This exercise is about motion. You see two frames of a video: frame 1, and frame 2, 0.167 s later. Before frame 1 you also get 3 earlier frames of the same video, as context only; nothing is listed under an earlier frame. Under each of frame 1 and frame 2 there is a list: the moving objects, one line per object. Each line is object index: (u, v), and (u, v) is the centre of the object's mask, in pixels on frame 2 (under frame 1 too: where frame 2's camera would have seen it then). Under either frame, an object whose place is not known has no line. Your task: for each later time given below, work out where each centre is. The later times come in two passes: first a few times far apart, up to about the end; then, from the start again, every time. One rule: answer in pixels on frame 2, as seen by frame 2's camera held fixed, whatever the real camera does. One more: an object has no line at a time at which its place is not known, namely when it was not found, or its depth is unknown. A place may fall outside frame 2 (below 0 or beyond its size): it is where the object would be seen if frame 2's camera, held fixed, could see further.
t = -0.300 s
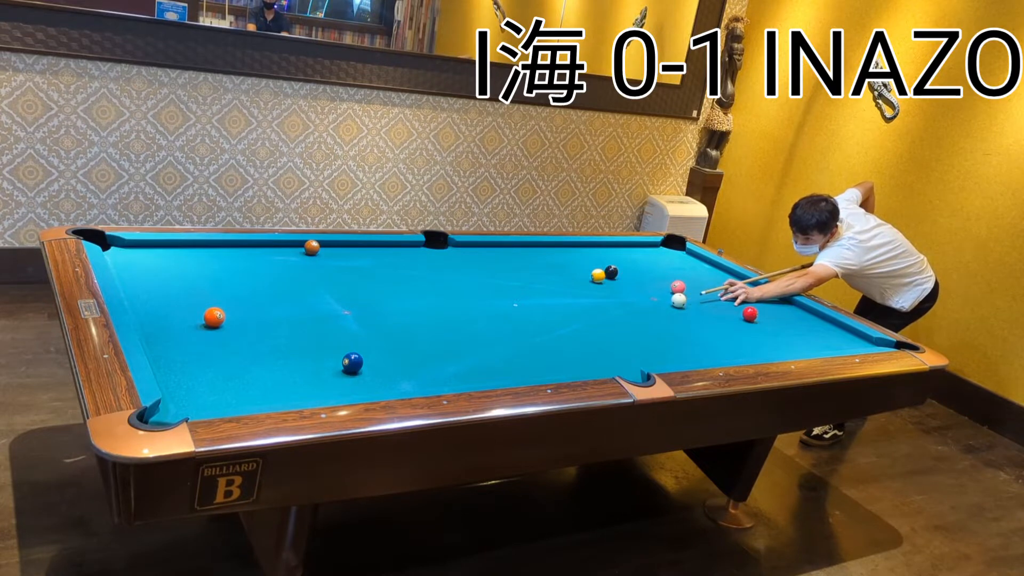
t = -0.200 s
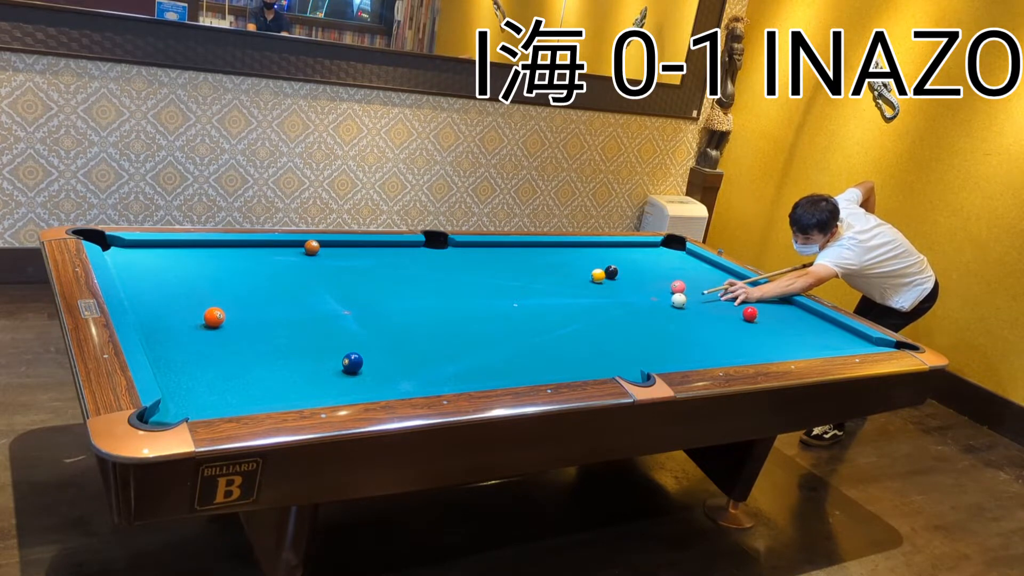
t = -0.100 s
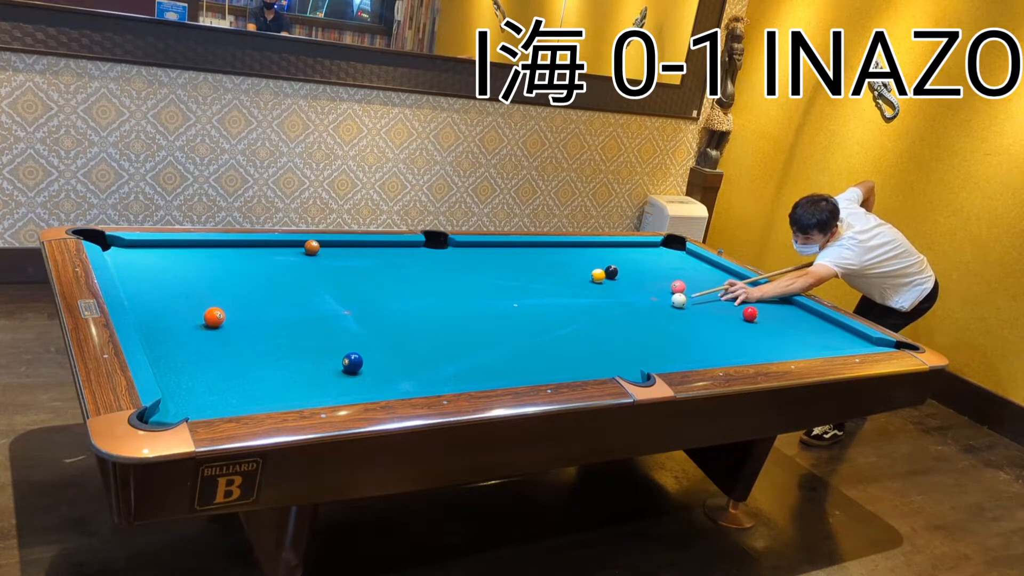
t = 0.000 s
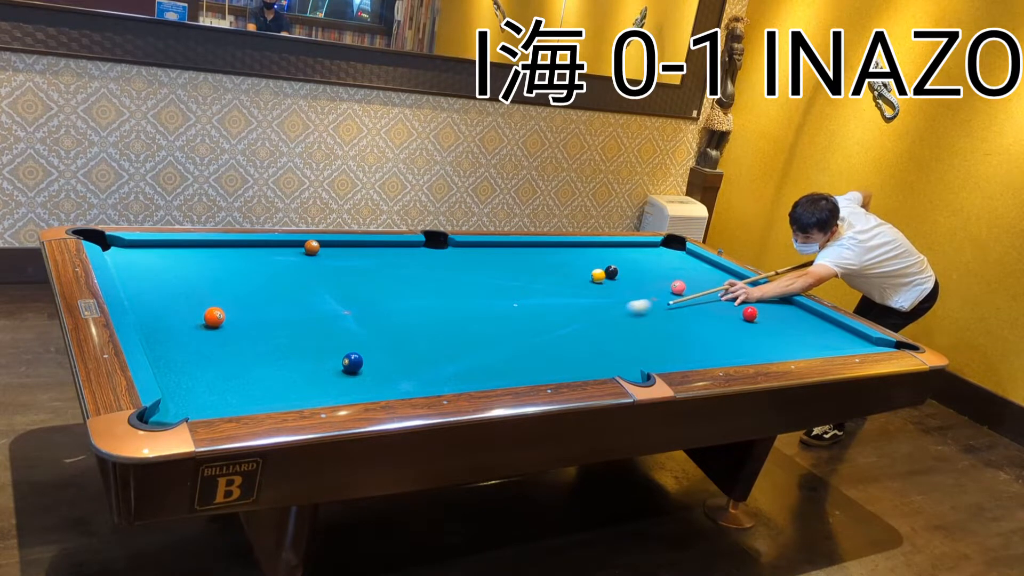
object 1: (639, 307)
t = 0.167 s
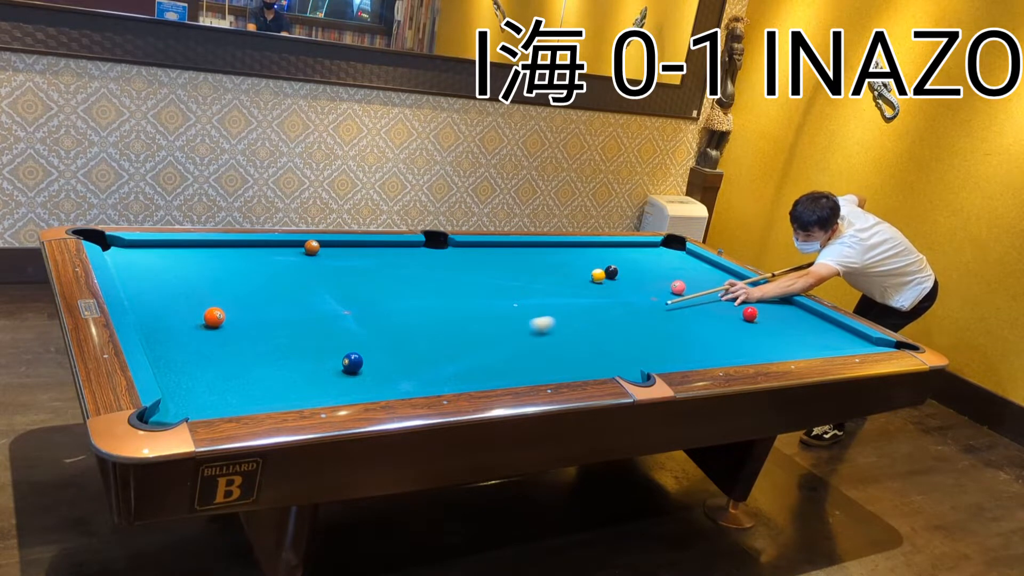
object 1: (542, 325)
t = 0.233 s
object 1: (502, 333)
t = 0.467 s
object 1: (364, 356)
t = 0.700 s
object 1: (315, 350)
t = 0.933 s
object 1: (250, 349)
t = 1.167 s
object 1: (183, 347)
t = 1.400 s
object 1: (168, 343)
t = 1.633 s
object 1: (197, 337)
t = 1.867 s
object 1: (223, 332)
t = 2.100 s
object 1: (246, 327)
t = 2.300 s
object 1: (264, 323)
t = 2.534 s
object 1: (283, 320)
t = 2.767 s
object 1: (300, 316)
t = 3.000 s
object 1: (315, 312)
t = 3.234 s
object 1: (329, 309)
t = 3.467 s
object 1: (341, 307)
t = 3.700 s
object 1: (352, 304)
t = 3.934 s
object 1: (361, 303)
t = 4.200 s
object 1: (371, 301)
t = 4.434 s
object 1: (378, 299)
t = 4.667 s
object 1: (384, 298)
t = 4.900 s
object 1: (388, 297)
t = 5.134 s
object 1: (392, 295)
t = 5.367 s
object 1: (394, 295)
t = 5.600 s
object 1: (395, 294)
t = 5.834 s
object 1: (396, 294)
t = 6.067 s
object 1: (396, 294)
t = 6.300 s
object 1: (396, 294)
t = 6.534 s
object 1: (396, 294)
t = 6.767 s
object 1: (396, 294)
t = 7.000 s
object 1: (396, 294)
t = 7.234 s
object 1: (396, 294)
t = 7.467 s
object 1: (396, 294)
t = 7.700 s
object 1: (396, 295)
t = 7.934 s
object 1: (396, 294)
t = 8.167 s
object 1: (396, 295)
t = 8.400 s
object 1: (396, 294)
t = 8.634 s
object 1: (396, 295)
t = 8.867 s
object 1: (396, 295)
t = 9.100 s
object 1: (396, 294)
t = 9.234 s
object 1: (396, 294)
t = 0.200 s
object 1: (522, 329)
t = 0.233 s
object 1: (502, 333)
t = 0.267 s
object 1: (482, 336)
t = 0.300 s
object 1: (461, 340)
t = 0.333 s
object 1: (440, 344)
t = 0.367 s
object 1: (418, 348)
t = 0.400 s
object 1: (396, 352)
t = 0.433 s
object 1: (374, 356)
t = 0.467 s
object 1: (364, 356)
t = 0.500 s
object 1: (359, 355)
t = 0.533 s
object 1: (354, 354)
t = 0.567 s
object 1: (347, 353)
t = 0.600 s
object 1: (340, 352)
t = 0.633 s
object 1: (332, 351)
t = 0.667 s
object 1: (324, 351)
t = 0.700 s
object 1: (315, 350)
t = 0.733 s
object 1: (305, 350)
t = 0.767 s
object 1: (296, 350)
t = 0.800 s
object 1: (287, 350)
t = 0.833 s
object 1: (278, 349)
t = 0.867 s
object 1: (268, 349)
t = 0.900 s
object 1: (259, 349)
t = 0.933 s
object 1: (250, 349)
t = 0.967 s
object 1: (240, 348)
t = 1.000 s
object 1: (231, 348)
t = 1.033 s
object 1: (221, 348)
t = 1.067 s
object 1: (212, 348)
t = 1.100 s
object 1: (202, 347)
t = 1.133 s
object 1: (193, 347)
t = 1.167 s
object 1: (183, 347)
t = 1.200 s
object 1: (174, 347)
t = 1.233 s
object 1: (164, 346)
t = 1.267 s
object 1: (155, 346)
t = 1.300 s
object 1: (154, 345)
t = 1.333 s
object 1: (159, 344)
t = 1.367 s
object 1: (163, 344)
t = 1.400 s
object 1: (168, 343)
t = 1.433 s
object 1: (172, 342)
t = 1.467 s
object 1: (176, 341)
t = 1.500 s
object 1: (181, 340)
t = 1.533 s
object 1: (185, 340)
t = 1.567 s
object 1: (189, 339)
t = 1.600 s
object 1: (193, 338)
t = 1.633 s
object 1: (197, 337)
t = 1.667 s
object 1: (201, 336)
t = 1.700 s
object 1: (204, 336)
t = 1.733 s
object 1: (208, 335)
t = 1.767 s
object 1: (212, 334)
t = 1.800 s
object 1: (216, 334)
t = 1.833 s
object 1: (219, 333)
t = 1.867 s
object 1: (223, 332)
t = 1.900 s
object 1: (226, 331)
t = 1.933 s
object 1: (230, 331)
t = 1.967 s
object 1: (233, 330)
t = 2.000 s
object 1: (237, 329)
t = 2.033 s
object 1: (240, 329)
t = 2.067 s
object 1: (243, 328)
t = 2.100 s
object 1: (246, 327)
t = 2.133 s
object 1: (249, 327)
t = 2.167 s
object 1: (252, 326)
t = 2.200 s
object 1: (255, 325)
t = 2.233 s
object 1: (258, 325)
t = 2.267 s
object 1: (261, 324)
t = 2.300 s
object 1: (264, 323)
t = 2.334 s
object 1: (267, 323)
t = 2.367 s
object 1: (269, 322)
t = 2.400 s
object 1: (273, 322)
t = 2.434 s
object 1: (275, 321)
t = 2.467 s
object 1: (278, 321)
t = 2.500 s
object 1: (281, 320)
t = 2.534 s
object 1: (283, 320)
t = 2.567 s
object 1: (285, 319)
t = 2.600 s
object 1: (288, 318)
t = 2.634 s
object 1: (290, 318)
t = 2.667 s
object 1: (293, 318)
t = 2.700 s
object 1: (295, 317)
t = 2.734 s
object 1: (298, 317)
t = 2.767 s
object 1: (300, 316)
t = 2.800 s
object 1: (302, 316)
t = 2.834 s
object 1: (304, 315)
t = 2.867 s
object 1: (307, 314)
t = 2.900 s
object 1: (309, 314)
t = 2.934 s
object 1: (311, 313)
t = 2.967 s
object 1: (313, 313)
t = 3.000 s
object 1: (315, 312)
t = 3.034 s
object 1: (317, 312)
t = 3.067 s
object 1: (319, 311)
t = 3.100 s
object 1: (321, 311)
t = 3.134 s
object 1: (323, 310)
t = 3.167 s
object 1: (325, 310)
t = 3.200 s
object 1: (327, 309)
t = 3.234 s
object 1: (329, 309)
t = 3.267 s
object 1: (331, 309)
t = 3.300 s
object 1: (332, 309)
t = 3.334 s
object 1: (334, 308)
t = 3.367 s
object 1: (336, 308)
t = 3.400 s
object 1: (337, 308)
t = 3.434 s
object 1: (339, 307)
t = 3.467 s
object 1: (341, 307)
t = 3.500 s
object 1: (342, 307)
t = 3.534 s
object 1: (344, 306)
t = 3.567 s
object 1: (346, 306)
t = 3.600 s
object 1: (347, 305)
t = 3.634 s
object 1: (349, 305)
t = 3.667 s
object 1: (350, 305)
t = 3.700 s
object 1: (352, 304)
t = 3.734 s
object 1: (353, 304)
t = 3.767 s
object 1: (355, 304)
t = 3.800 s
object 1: (356, 303)
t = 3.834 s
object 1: (357, 303)
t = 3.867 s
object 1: (358, 303)
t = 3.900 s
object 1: (360, 303)
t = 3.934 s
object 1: (361, 303)
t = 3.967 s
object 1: (363, 302)
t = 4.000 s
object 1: (364, 302)
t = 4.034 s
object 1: (365, 302)
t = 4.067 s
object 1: (366, 302)
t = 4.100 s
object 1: (367, 301)
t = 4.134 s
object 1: (369, 301)
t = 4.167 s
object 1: (370, 301)
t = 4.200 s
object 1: (371, 301)
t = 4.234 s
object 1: (372, 301)
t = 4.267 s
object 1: (373, 301)
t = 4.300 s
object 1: (374, 300)
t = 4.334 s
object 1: (375, 300)
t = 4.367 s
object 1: (376, 300)
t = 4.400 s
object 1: (377, 300)
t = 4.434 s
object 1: (378, 299)
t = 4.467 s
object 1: (379, 299)
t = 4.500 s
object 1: (379, 299)
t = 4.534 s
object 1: (380, 299)
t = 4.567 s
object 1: (381, 298)
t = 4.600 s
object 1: (382, 298)
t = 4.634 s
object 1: (383, 298)
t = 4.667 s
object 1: (384, 298)
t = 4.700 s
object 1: (384, 298)
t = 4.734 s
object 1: (385, 297)
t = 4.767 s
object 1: (386, 297)
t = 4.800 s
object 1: (387, 297)
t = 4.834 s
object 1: (387, 297)
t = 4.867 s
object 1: (388, 297)
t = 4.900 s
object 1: (388, 297)
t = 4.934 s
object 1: (389, 296)
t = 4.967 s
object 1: (390, 296)
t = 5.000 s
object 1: (390, 296)
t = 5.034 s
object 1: (390, 296)
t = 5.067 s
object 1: (391, 296)
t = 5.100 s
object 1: (391, 296)
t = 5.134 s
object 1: (392, 295)
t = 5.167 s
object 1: (392, 296)
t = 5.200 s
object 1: (392, 295)
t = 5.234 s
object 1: (393, 295)
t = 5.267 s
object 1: (393, 295)
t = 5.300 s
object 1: (393, 295)
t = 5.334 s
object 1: (394, 295)
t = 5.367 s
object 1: (394, 295)
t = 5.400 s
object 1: (394, 295)
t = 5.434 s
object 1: (395, 294)
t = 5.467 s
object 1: (395, 294)
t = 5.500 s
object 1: (395, 294)
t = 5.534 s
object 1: (395, 294)
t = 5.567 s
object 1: (395, 294)
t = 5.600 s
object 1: (395, 294)
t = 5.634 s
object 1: (396, 294)
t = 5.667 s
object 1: (396, 294)
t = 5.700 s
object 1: (396, 294)
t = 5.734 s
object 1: (396, 294)
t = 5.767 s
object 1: (396, 294)
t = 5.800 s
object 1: (396, 294)
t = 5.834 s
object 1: (396, 294)
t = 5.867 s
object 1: (396, 294)
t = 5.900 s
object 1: (396, 294)
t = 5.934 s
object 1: (396, 294)
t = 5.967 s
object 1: (396, 294)
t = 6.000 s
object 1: (396, 294)
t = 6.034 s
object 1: (396, 294)
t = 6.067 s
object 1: (396, 294)
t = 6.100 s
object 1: (396, 294)
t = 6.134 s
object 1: (396, 294)
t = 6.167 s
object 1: (396, 294)
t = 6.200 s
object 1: (396, 294)
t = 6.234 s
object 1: (396, 294)
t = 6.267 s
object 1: (396, 294)
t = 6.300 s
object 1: (396, 294)
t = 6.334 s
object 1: (396, 294)
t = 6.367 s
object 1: (396, 294)
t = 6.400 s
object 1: (396, 294)
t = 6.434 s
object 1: (396, 294)
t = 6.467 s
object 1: (396, 294)
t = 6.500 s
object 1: (396, 294)
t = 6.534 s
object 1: (396, 294)
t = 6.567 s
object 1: (396, 294)
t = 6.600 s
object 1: (396, 294)
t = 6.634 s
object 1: (396, 294)
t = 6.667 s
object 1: (396, 294)
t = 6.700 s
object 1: (396, 294)
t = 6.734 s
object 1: (396, 294)
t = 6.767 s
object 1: (396, 294)
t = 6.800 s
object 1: (396, 294)
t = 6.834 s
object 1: (396, 294)
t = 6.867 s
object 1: (396, 294)
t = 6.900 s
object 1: (396, 294)
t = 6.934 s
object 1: (396, 294)
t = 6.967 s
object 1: (396, 294)
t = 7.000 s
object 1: (396, 294)
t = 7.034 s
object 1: (396, 294)
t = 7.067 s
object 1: (396, 294)
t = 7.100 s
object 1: (396, 294)
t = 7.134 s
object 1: (396, 294)
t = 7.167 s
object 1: (396, 294)
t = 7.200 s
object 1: (396, 294)
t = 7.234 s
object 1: (396, 294)
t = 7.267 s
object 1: (396, 294)
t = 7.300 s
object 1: (396, 294)
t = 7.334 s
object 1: (396, 294)
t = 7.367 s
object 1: (396, 294)
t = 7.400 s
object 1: (396, 294)
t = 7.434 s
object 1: (396, 294)
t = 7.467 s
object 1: (396, 294)
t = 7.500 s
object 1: (396, 294)
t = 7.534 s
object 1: (396, 294)
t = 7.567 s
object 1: (396, 294)
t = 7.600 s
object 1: (396, 295)
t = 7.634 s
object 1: (396, 294)
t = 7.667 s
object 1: (396, 295)
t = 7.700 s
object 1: (396, 295)
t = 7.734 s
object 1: (396, 294)
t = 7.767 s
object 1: (396, 294)
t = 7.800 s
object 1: (396, 294)
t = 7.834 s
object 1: (396, 294)
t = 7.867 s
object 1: (396, 294)
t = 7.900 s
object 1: (396, 294)
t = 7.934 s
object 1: (396, 294)
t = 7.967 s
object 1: (396, 294)
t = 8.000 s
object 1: (396, 294)
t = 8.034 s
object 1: (396, 294)
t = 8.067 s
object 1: (396, 294)
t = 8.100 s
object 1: (396, 294)
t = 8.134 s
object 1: (396, 295)
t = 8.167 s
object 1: (396, 295)
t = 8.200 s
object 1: (396, 295)
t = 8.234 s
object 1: (396, 294)
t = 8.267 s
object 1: (396, 294)
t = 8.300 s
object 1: (396, 294)
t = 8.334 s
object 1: (396, 294)
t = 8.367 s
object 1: (396, 294)
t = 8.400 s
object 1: (396, 294)
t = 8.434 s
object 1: (396, 294)
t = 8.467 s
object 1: (396, 295)
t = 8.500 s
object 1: (396, 294)
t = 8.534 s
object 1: (396, 295)
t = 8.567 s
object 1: (396, 295)
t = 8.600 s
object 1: (396, 295)
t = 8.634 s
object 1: (396, 295)
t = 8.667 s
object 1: (396, 294)
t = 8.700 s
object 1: (396, 294)
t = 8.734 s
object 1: (396, 294)
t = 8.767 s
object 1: (396, 295)
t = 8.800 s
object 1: (396, 294)
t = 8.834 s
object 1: (396, 295)
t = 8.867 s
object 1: (396, 295)
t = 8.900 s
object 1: (396, 295)
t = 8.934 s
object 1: (396, 295)
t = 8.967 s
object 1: (396, 294)
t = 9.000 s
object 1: (396, 294)
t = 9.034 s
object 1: (396, 294)
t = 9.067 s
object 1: (396, 294)
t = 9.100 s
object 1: (396, 294)
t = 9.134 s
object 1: (396, 294)
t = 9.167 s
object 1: (396, 294)
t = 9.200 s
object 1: (396, 294)
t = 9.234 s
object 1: (396, 294)
